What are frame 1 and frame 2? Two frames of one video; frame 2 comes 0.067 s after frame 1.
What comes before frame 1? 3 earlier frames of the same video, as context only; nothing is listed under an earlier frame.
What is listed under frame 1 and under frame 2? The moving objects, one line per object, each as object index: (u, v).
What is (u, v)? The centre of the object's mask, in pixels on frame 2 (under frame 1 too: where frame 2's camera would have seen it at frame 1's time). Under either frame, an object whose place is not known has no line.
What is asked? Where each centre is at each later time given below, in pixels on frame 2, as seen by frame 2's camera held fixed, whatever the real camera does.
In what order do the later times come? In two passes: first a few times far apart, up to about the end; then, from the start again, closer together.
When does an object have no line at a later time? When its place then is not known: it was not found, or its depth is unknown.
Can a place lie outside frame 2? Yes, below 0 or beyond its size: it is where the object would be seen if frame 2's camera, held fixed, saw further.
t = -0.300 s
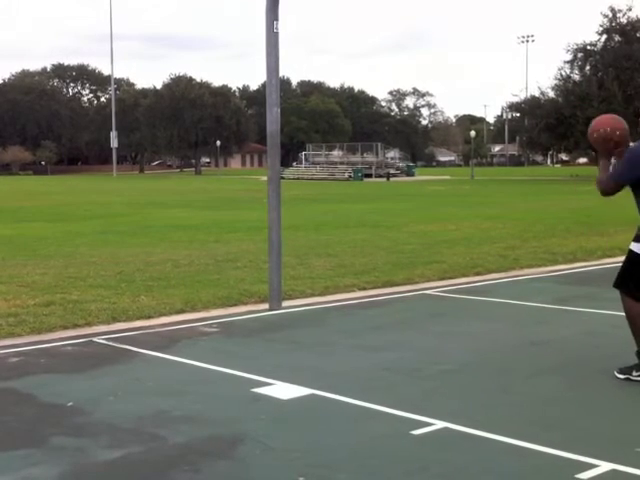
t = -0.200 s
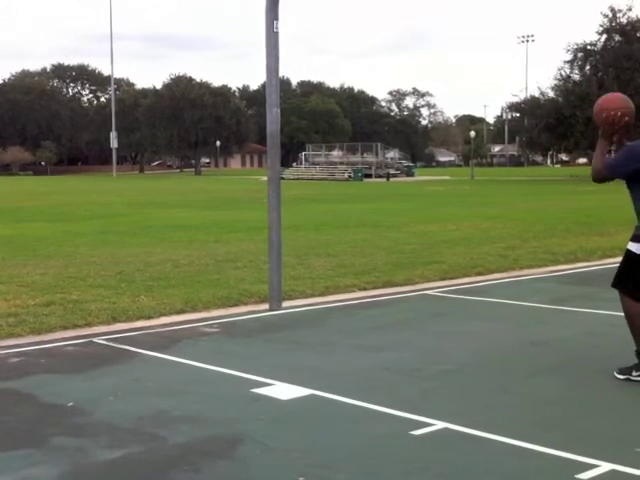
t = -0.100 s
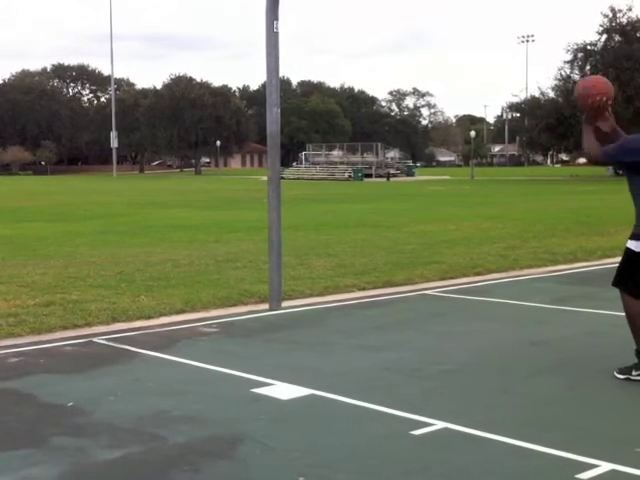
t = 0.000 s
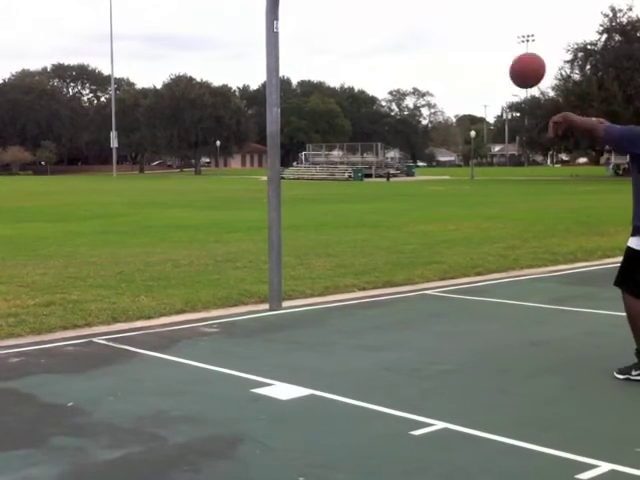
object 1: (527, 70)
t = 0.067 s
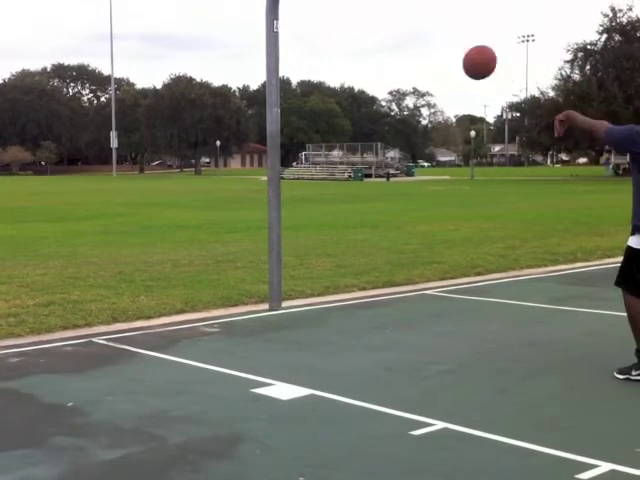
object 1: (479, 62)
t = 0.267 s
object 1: (358, 74)
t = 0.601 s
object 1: (388, 171)
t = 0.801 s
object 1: (507, 299)
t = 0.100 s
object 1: (457, 61)
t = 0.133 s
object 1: (435, 60)
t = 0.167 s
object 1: (415, 62)
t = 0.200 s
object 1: (395, 64)
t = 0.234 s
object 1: (376, 69)
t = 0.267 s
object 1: (358, 74)
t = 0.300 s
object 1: (340, 80)
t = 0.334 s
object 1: (323, 87)
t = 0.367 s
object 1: (307, 94)
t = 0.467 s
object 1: (314, 119)
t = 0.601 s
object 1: (388, 171)
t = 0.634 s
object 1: (407, 188)
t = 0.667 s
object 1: (427, 206)
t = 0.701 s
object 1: (446, 227)
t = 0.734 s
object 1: (466, 248)
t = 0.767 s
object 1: (486, 272)
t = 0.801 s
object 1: (507, 299)
